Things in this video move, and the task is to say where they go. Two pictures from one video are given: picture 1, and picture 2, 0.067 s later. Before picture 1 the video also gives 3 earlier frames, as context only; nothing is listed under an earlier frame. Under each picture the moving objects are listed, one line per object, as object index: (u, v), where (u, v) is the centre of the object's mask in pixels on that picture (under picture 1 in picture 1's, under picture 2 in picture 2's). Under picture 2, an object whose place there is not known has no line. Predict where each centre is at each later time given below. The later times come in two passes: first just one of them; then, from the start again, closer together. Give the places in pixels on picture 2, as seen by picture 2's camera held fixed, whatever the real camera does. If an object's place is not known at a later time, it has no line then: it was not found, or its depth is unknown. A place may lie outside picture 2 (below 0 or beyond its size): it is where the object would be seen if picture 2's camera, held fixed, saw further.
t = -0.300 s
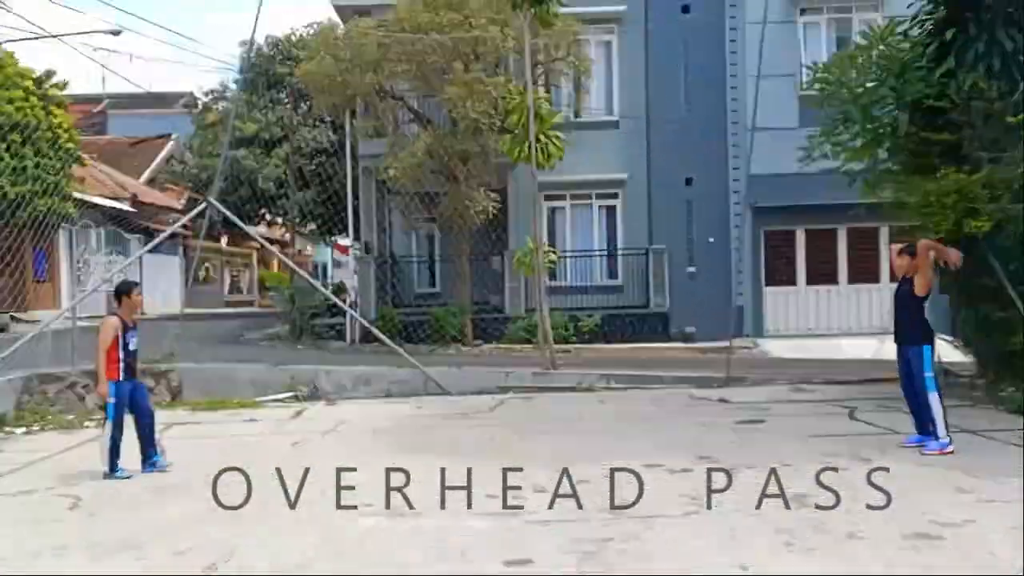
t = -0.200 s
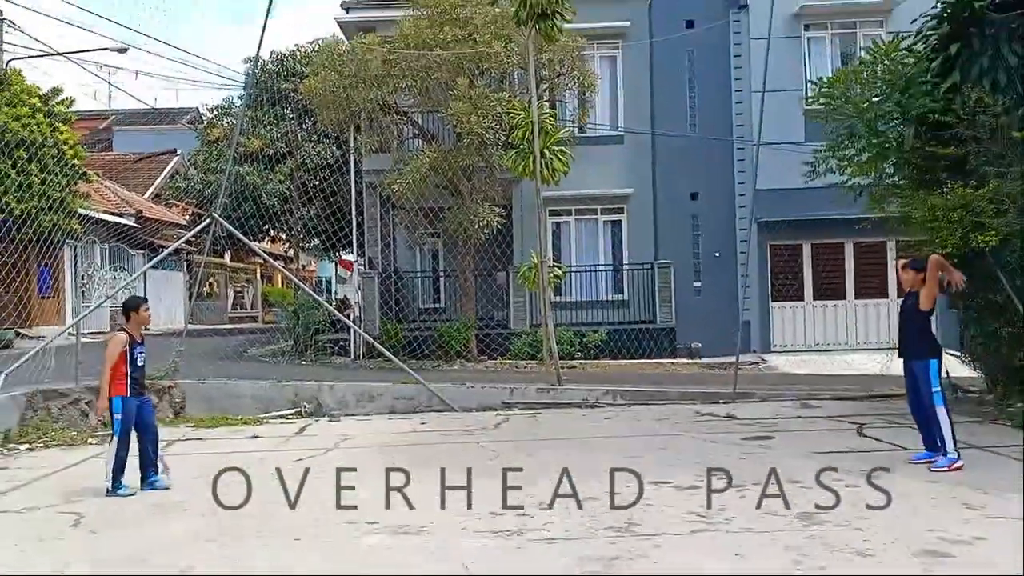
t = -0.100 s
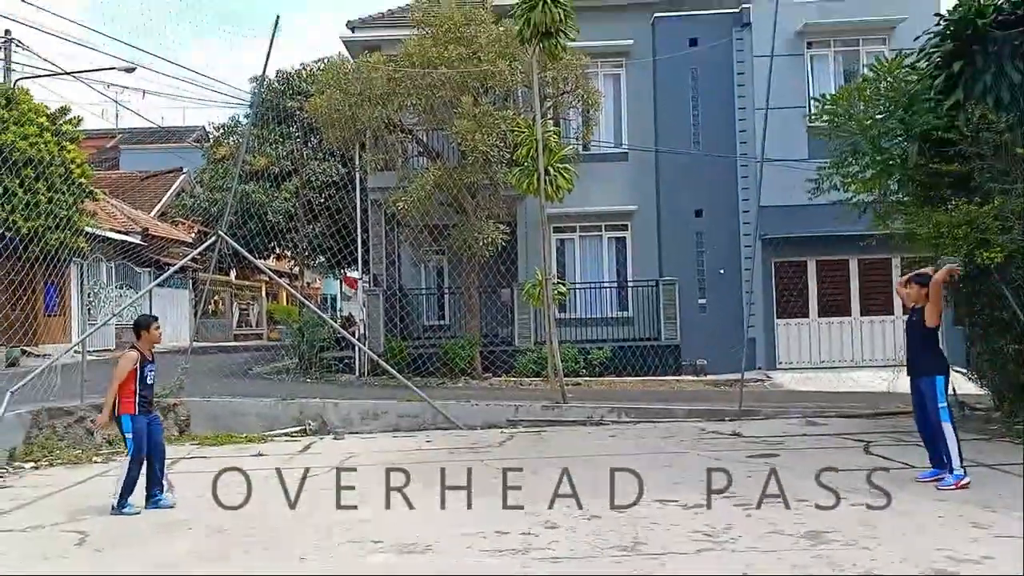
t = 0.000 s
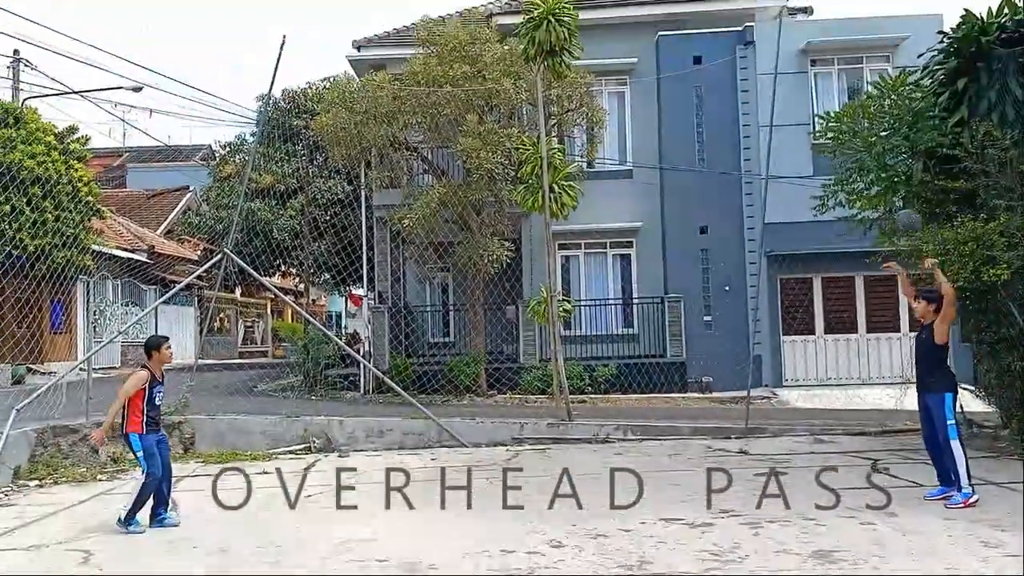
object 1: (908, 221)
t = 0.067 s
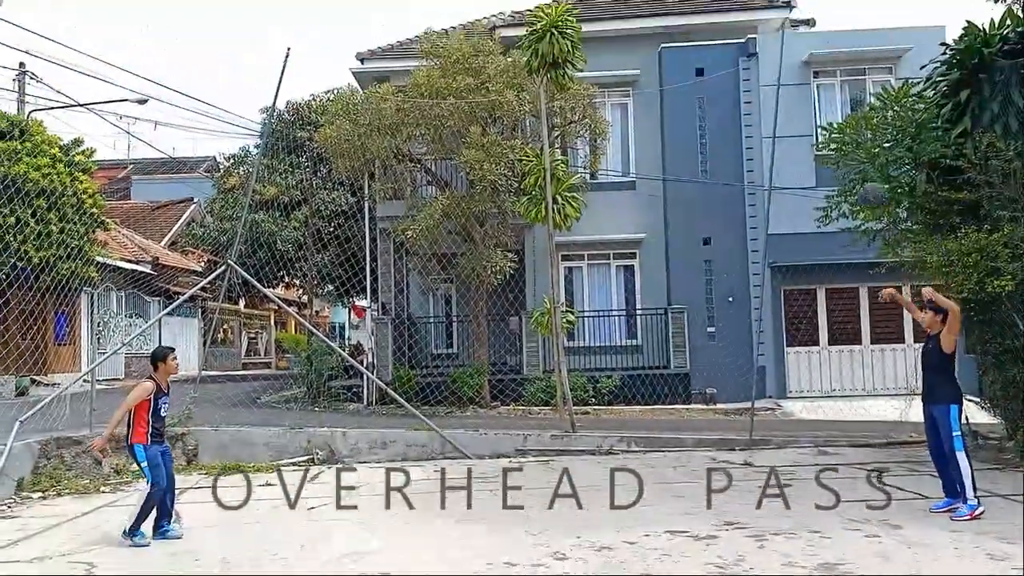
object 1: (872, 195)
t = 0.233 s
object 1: (780, 122)
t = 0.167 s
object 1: (816, 148)
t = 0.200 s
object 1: (799, 133)
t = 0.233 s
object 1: (780, 122)
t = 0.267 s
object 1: (761, 110)
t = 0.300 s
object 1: (744, 100)
